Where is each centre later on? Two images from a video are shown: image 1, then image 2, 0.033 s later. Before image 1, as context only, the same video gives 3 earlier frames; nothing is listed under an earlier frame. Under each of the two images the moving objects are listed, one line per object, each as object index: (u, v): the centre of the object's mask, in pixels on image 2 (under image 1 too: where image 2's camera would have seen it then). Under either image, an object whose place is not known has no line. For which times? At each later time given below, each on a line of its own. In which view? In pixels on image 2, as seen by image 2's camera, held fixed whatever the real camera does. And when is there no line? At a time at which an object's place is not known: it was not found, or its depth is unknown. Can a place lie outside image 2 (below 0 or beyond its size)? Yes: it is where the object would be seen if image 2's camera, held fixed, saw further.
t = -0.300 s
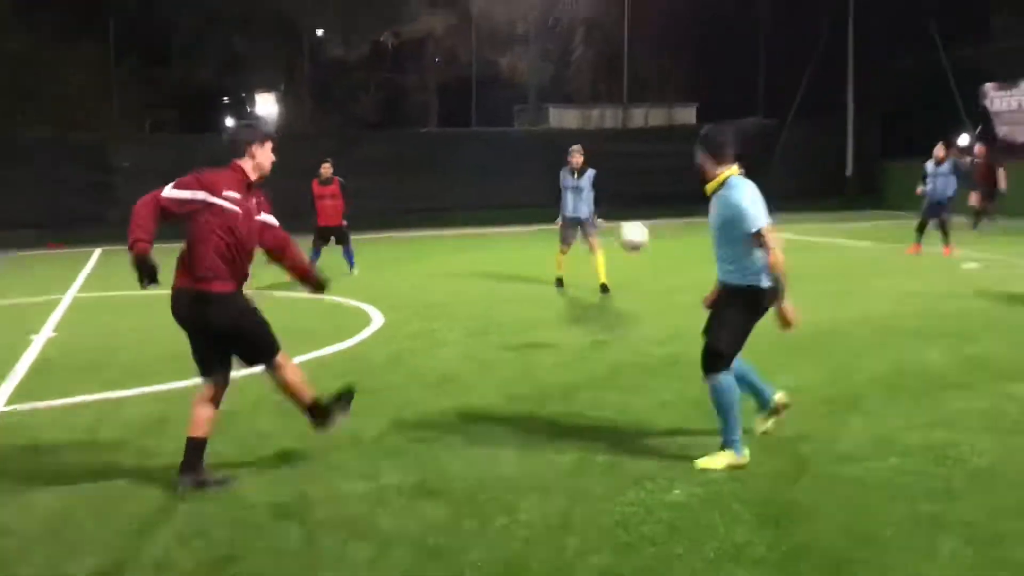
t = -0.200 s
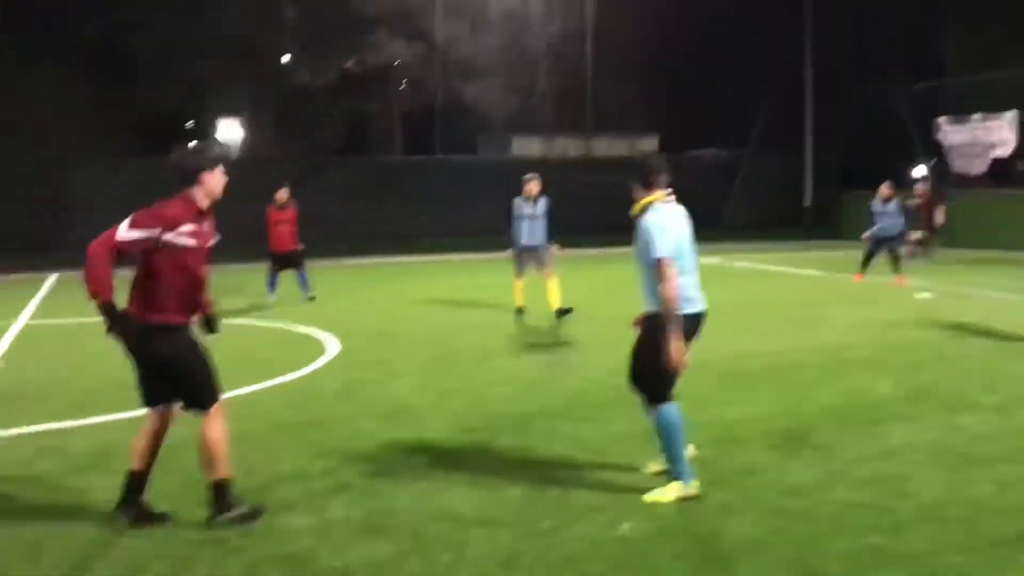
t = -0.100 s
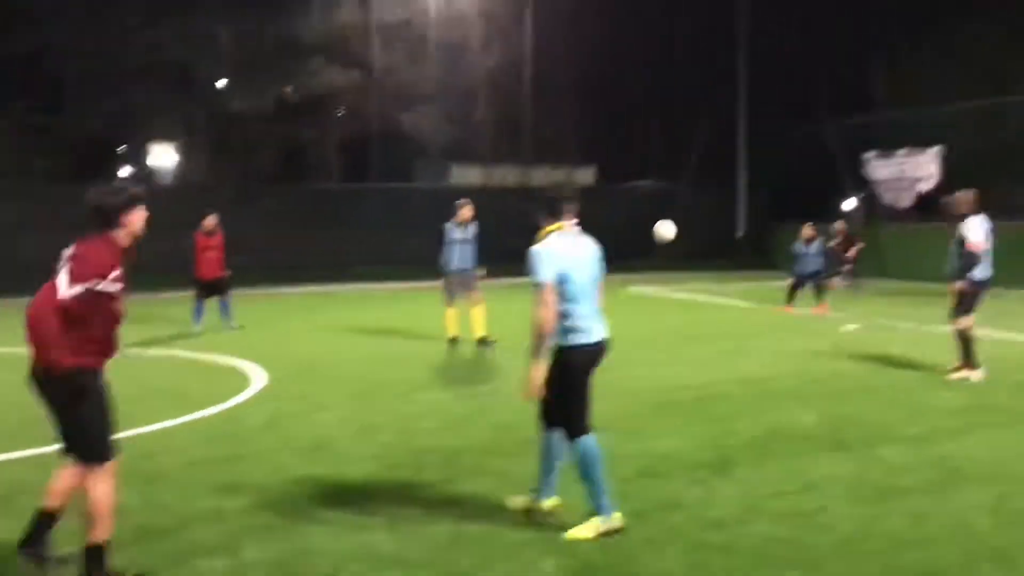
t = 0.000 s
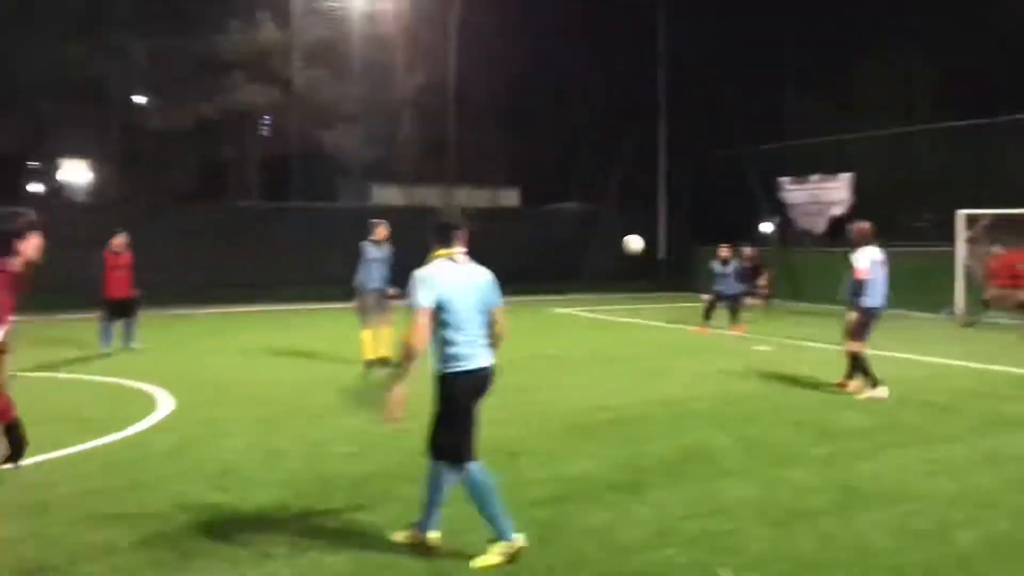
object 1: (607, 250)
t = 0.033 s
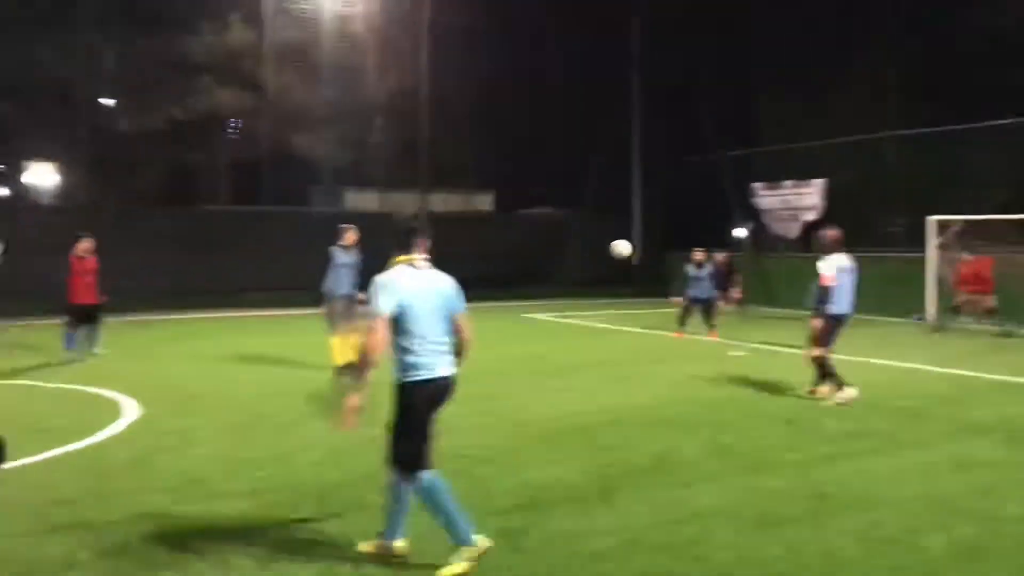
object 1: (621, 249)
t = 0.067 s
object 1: (634, 250)
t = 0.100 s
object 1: (647, 249)
